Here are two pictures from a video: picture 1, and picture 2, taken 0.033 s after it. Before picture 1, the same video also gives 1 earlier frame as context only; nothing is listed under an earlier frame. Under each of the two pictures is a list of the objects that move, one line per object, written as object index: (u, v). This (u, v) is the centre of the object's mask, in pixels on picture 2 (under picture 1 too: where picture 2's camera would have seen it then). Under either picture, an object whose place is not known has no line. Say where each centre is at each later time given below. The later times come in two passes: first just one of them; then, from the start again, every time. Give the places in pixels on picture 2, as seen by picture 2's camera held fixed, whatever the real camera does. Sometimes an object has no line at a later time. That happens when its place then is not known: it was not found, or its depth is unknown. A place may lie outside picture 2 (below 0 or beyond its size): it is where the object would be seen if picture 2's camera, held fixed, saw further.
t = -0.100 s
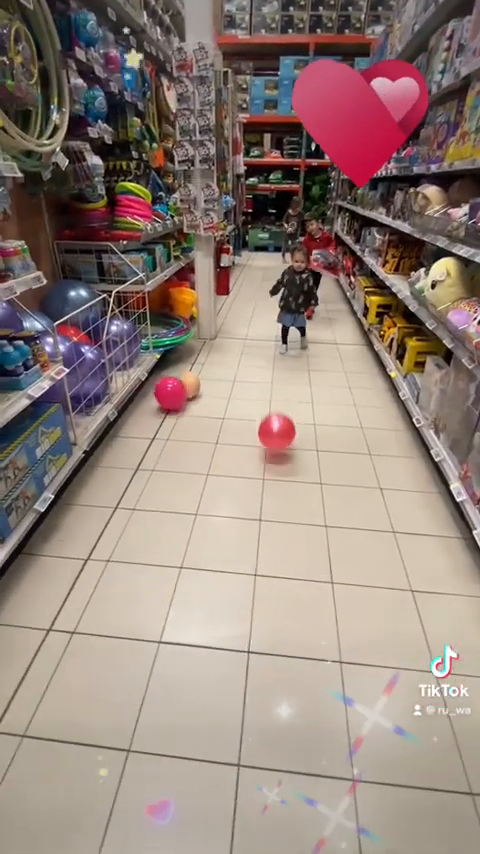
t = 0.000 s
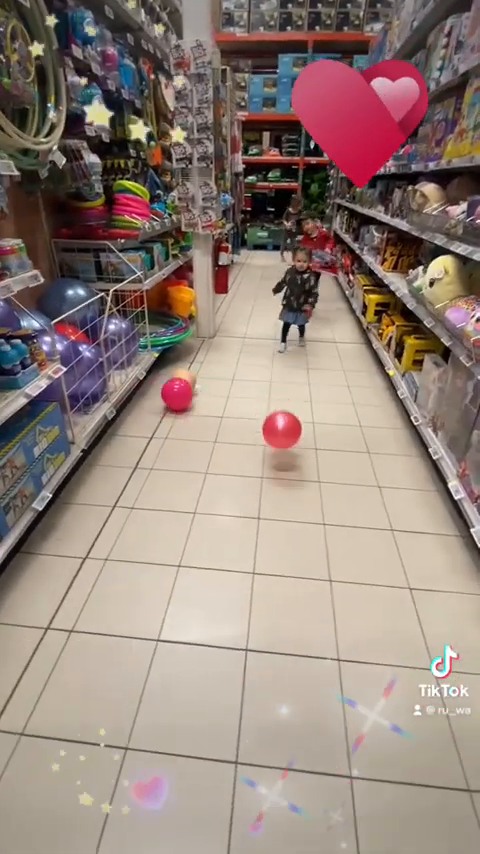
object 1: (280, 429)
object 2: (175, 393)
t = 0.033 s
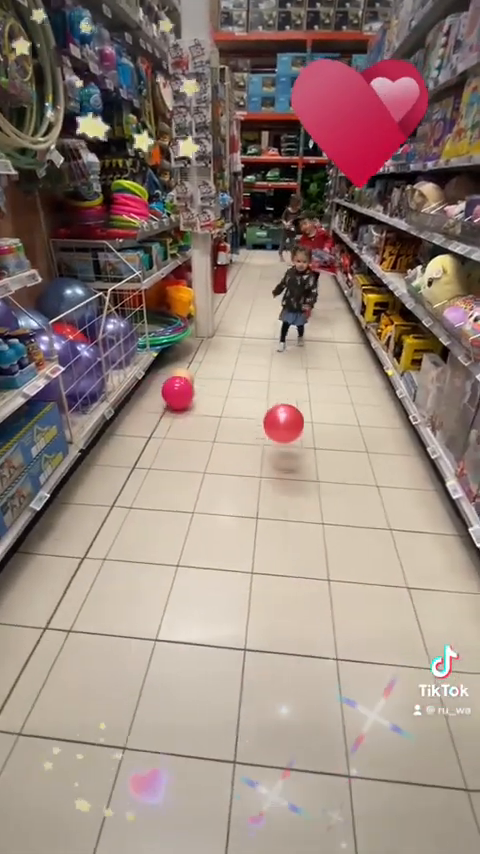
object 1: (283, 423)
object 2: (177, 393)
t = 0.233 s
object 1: (302, 419)
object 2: (190, 394)
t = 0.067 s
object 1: (286, 418)
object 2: (180, 393)
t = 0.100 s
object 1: (290, 415)
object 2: (182, 394)
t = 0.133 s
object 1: (293, 413)
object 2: (184, 394)
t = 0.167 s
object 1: (296, 413)
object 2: (186, 393)
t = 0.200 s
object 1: (299, 415)
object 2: (188, 394)
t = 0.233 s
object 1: (302, 419)
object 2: (190, 394)
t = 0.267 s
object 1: (304, 425)
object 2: (192, 394)
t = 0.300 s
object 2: (194, 394)
